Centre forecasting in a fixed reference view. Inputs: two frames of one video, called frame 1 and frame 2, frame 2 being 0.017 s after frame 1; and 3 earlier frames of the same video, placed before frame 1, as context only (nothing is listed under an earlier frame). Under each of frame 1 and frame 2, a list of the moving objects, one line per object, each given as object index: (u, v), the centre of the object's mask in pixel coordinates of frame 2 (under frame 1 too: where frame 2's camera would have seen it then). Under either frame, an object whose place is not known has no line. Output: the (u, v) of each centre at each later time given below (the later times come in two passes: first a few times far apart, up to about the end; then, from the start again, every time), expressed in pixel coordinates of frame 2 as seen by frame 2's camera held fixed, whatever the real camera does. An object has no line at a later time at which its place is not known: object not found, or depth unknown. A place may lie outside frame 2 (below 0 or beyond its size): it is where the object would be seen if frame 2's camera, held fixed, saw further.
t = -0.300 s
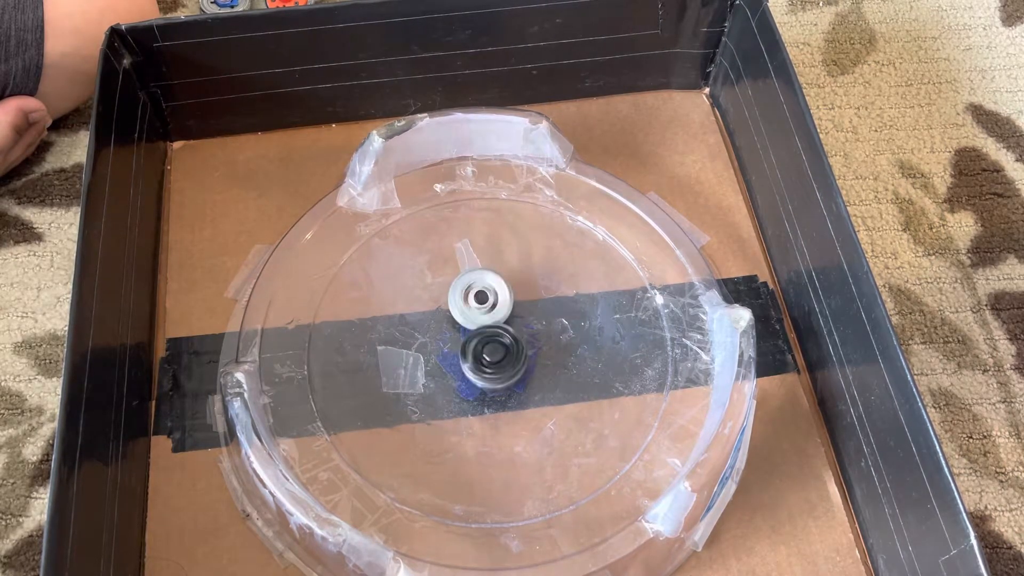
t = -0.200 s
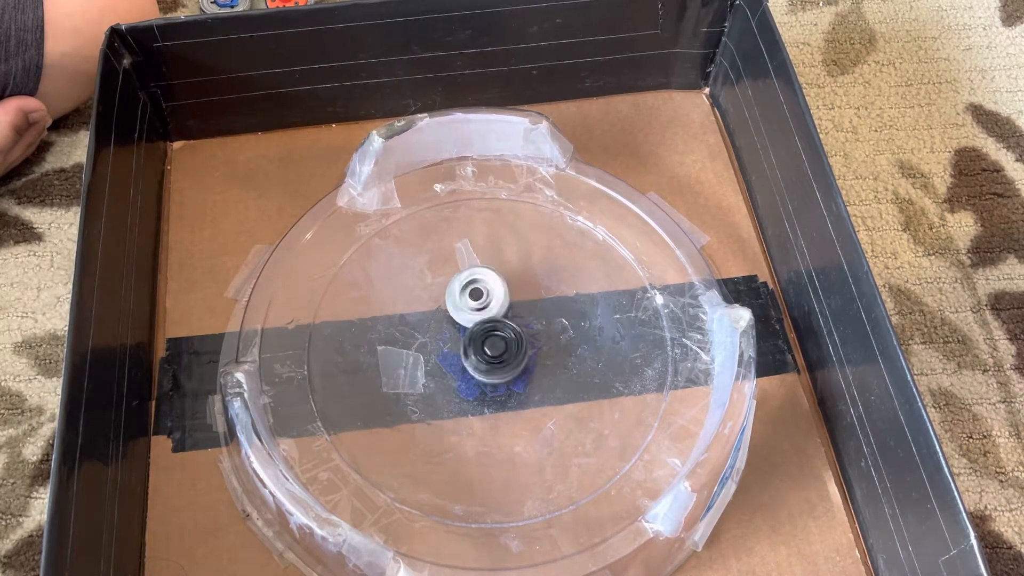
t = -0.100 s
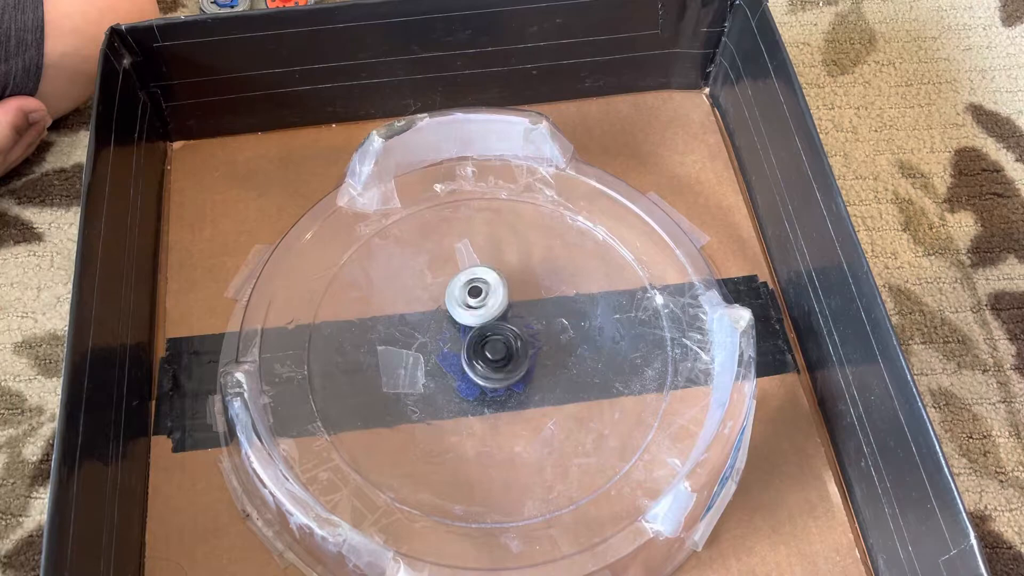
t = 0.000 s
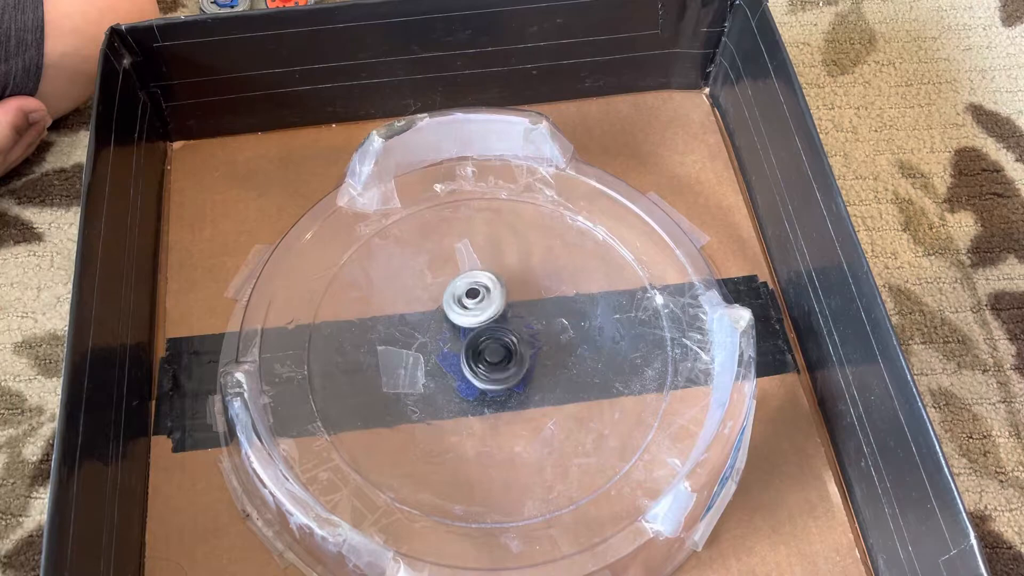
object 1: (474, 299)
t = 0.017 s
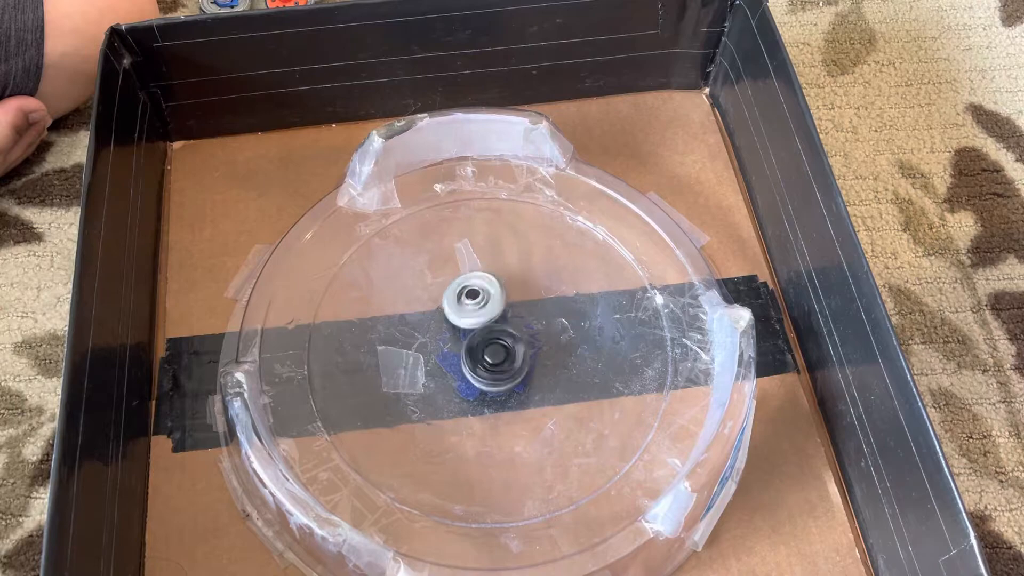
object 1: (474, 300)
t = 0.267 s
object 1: (454, 312)
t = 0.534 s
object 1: (452, 318)
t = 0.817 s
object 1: (448, 315)
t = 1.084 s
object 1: (446, 320)
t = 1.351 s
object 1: (441, 316)
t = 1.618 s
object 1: (438, 323)
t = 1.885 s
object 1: (436, 325)
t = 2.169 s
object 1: (440, 331)
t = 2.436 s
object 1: (437, 335)
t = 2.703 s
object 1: (439, 339)
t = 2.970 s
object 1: (439, 348)
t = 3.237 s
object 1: (449, 355)
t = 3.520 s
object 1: (456, 362)
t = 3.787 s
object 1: (461, 363)
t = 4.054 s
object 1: (460, 358)
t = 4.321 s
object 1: (452, 354)
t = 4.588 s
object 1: (456, 338)
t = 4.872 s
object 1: (508, 319)
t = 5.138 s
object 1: (533, 324)
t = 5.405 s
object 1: (533, 353)
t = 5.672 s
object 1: (530, 366)
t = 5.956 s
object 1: (526, 372)
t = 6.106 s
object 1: (525, 373)
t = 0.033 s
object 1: (473, 301)
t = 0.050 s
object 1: (473, 303)
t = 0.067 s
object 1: (472, 305)
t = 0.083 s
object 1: (471, 306)
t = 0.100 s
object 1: (469, 308)
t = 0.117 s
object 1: (468, 309)
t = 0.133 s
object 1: (467, 310)
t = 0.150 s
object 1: (466, 312)
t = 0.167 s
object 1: (464, 312)
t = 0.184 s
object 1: (462, 310)
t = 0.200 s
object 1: (460, 310)
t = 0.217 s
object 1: (458, 311)
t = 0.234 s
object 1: (457, 311)
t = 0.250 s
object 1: (455, 312)
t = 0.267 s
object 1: (454, 312)
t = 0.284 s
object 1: (454, 313)
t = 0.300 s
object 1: (454, 313)
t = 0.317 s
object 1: (454, 313)
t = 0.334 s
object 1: (455, 314)
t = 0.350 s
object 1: (455, 314)
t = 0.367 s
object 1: (455, 315)
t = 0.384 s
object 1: (455, 316)
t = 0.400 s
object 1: (454, 316)
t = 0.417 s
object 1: (454, 317)
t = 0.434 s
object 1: (454, 317)
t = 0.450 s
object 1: (453, 318)
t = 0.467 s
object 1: (453, 318)
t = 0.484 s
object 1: (452, 318)
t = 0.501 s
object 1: (452, 318)
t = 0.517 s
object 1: (452, 318)
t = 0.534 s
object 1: (452, 318)
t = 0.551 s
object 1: (451, 319)
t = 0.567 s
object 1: (451, 319)
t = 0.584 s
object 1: (450, 319)
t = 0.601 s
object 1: (450, 319)
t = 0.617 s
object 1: (450, 320)
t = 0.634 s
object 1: (448, 319)
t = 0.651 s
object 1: (446, 318)
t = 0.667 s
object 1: (446, 317)
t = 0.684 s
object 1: (446, 317)
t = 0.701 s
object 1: (446, 317)
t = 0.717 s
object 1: (446, 317)
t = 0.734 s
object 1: (447, 317)
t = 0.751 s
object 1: (446, 316)
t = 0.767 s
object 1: (446, 316)
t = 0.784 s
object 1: (446, 315)
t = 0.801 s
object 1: (447, 315)
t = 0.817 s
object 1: (448, 315)
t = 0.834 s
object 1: (448, 315)
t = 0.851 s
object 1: (447, 315)
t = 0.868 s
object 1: (446, 315)
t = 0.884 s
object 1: (445, 315)
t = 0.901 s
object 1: (446, 315)
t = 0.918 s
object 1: (447, 315)
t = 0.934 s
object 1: (448, 315)
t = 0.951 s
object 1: (448, 316)
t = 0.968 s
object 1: (448, 317)
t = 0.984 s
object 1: (448, 318)
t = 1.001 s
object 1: (448, 319)
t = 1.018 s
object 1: (447, 320)
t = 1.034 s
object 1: (446, 320)
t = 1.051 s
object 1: (446, 320)
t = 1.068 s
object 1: (446, 320)
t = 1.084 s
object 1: (446, 320)
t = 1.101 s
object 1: (445, 320)
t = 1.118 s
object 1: (445, 321)
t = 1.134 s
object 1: (444, 321)
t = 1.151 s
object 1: (444, 321)
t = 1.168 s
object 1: (444, 321)
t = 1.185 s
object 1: (443, 321)
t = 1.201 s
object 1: (442, 320)
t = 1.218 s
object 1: (441, 320)
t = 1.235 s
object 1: (442, 319)
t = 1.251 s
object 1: (442, 318)
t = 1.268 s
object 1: (442, 317)
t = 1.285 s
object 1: (441, 316)
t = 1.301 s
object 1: (441, 316)
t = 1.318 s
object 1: (441, 316)
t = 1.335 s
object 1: (441, 316)
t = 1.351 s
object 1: (441, 316)
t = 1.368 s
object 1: (442, 317)
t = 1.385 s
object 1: (442, 317)
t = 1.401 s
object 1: (442, 318)
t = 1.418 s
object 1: (442, 319)
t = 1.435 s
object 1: (442, 319)
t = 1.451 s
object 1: (441, 320)
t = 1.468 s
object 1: (441, 321)
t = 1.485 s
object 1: (441, 321)
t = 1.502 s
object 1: (440, 321)
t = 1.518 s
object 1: (440, 322)
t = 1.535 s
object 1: (440, 322)
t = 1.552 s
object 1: (439, 322)
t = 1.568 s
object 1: (439, 322)
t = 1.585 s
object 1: (439, 322)
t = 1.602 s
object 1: (439, 323)
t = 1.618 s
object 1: (438, 323)
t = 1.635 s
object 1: (437, 323)
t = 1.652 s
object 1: (436, 323)
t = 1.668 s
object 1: (434, 322)
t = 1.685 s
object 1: (434, 322)
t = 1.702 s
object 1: (434, 321)
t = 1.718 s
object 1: (435, 321)
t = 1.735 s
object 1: (436, 321)
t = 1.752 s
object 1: (437, 322)
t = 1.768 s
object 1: (437, 323)
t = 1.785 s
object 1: (437, 324)
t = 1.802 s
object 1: (436, 324)
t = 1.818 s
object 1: (436, 325)
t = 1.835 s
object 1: (435, 325)
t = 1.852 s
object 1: (435, 325)
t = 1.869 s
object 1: (436, 325)
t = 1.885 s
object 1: (436, 325)
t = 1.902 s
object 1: (436, 325)
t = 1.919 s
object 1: (436, 326)
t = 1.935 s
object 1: (436, 326)
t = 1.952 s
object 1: (436, 326)
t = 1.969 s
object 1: (436, 327)
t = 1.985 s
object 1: (435, 327)
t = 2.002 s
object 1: (434, 327)
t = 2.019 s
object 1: (434, 326)
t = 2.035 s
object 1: (434, 326)
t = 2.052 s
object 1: (435, 325)
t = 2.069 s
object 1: (436, 325)
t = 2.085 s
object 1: (437, 326)
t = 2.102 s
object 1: (439, 327)
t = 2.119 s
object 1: (439, 328)
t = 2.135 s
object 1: (440, 329)
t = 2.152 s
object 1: (440, 330)
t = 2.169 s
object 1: (440, 331)
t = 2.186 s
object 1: (440, 332)
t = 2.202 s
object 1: (439, 332)
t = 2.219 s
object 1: (439, 333)
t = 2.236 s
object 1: (438, 333)
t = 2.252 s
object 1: (437, 333)
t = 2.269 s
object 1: (436, 332)
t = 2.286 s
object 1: (435, 331)
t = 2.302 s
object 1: (436, 331)
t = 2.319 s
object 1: (437, 331)
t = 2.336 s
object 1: (438, 331)
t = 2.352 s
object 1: (439, 332)
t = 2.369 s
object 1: (439, 333)
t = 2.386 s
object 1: (439, 334)
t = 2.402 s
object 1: (439, 335)
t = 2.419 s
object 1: (438, 335)
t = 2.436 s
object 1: (437, 335)
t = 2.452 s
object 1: (437, 335)
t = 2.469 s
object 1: (437, 334)
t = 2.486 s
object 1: (438, 333)
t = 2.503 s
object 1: (439, 333)
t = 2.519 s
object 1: (439, 333)
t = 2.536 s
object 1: (439, 333)
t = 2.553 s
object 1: (439, 333)
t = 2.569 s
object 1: (439, 333)
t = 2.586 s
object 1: (440, 333)
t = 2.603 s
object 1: (441, 334)
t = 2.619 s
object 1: (442, 334)
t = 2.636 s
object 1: (442, 335)
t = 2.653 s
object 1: (442, 336)
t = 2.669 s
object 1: (441, 337)
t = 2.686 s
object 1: (440, 338)
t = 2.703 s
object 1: (439, 339)
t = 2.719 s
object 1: (438, 339)
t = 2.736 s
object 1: (438, 340)
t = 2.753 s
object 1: (438, 340)
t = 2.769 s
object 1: (438, 341)
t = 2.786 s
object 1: (438, 341)
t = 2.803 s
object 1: (439, 342)
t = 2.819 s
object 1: (440, 343)
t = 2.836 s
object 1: (442, 344)
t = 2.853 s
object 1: (443, 344)
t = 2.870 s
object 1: (444, 345)
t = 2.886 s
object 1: (443, 346)
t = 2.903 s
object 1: (440, 347)
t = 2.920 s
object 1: (439, 347)
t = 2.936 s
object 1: (439, 347)
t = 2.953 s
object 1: (439, 348)
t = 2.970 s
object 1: (439, 348)
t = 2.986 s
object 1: (439, 348)
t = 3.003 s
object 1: (439, 347)
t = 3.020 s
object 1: (440, 347)
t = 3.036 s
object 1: (441, 347)
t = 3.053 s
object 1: (441, 347)
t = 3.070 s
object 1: (443, 347)
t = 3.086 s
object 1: (444, 347)
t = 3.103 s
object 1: (445, 348)
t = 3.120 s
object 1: (446, 349)
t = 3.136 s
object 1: (447, 350)
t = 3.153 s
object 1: (448, 351)
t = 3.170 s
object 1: (449, 351)
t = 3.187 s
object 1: (449, 353)
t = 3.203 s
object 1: (449, 354)
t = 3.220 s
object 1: (449, 354)
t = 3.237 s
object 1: (449, 355)
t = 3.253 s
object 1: (449, 355)
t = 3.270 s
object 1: (450, 355)
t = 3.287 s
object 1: (450, 355)
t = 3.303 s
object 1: (451, 355)
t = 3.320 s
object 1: (452, 355)
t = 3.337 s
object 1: (453, 355)
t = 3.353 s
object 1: (455, 356)
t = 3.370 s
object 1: (457, 356)
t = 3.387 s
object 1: (457, 356)
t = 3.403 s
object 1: (458, 357)
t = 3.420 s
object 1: (459, 357)
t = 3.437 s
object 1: (457, 358)
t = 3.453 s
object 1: (456, 359)
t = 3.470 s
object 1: (455, 361)
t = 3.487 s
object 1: (456, 362)
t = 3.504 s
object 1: (456, 362)
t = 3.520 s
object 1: (456, 362)
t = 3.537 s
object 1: (456, 362)
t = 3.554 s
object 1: (456, 362)
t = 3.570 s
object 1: (457, 361)
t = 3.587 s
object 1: (457, 361)
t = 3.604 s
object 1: (458, 360)
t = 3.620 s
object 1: (458, 360)
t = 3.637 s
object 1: (460, 360)
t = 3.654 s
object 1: (461, 360)
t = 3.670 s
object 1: (462, 361)
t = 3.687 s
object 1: (463, 361)
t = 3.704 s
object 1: (464, 362)
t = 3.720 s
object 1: (465, 363)
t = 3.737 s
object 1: (465, 363)
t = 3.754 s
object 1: (465, 364)
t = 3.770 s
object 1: (462, 364)
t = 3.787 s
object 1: (461, 363)
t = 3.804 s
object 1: (460, 362)
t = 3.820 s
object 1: (459, 361)
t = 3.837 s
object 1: (459, 360)
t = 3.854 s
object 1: (460, 360)
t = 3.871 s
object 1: (461, 360)
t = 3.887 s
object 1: (462, 361)
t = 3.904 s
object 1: (460, 361)
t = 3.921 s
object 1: (457, 361)
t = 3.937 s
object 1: (456, 361)
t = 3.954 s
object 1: (456, 360)
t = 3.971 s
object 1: (456, 358)
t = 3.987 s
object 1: (456, 357)
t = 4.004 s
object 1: (457, 357)
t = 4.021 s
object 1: (458, 357)
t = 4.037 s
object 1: (459, 357)
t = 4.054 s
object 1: (460, 358)
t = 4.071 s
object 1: (462, 359)
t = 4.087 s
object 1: (463, 358)
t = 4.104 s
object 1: (462, 358)
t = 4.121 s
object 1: (462, 358)
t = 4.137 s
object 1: (462, 358)
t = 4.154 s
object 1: (461, 358)
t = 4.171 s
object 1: (460, 357)
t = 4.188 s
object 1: (460, 357)
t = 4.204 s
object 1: (460, 357)
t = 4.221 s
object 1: (460, 356)
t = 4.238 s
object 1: (459, 355)
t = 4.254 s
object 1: (456, 354)
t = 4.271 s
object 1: (454, 354)
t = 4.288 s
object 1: (453, 354)
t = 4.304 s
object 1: (452, 354)
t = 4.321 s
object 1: (452, 354)
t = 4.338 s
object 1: (452, 354)
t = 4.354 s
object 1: (452, 354)
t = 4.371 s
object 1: (452, 354)
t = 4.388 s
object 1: (451, 353)
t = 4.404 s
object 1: (451, 353)
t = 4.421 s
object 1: (450, 353)
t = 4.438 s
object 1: (450, 353)
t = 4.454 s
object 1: (450, 353)
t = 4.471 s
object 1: (451, 353)
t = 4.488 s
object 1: (451, 351)
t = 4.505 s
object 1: (451, 349)
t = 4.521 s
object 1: (452, 346)
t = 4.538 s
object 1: (452, 343)
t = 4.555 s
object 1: (453, 341)
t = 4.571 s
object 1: (455, 340)
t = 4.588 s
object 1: (456, 338)
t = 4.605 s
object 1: (458, 336)
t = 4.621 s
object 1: (460, 335)
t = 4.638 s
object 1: (463, 333)
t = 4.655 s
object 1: (466, 331)
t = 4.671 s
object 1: (469, 329)
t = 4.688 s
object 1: (471, 327)
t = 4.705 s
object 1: (475, 326)
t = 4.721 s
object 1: (479, 324)
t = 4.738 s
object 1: (482, 323)
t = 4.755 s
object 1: (486, 322)
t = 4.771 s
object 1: (489, 321)
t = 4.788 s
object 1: (493, 320)
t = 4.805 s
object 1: (497, 320)
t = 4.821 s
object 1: (500, 320)
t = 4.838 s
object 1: (502, 319)
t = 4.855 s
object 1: (506, 319)
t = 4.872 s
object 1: (508, 319)
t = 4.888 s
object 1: (511, 318)
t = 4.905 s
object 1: (514, 318)
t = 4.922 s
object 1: (516, 318)
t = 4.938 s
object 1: (518, 319)
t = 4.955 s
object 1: (520, 319)
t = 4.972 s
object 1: (522, 319)
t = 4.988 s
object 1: (524, 320)
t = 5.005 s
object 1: (525, 320)
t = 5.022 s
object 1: (527, 320)
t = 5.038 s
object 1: (528, 320)
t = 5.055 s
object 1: (529, 320)
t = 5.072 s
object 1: (530, 320)
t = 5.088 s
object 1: (531, 321)
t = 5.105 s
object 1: (532, 322)
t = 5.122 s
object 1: (533, 322)
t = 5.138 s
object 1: (533, 324)
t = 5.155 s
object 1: (534, 325)
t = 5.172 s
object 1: (535, 327)
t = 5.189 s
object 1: (535, 327)
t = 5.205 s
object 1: (535, 328)
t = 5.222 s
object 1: (534, 330)
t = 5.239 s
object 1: (535, 332)
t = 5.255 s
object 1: (535, 335)
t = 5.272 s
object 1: (535, 337)
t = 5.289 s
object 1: (535, 339)
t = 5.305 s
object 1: (535, 341)
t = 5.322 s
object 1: (534, 343)
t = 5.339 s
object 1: (533, 345)
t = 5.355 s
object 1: (532, 347)
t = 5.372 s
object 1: (533, 349)
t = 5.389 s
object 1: (533, 351)
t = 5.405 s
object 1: (533, 353)
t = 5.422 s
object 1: (533, 355)
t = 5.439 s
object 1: (532, 357)
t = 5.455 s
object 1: (532, 358)
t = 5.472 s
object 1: (532, 359)
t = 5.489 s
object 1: (532, 360)
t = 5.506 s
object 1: (532, 360)
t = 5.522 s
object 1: (532, 361)
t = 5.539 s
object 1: (532, 362)
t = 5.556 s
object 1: (531, 363)
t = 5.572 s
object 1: (531, 363)
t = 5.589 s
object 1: (531, 363)
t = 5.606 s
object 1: (531, 364)
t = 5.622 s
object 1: (531, 365)
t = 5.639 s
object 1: (531, 365)
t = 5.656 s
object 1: (531, 365)
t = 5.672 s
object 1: (530, 366)
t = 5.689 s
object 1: (530, 366)
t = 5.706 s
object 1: (530, 366)
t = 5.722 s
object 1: (529, 366)
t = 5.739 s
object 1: (529, 367)
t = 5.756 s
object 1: (529, 367)
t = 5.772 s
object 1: (528, 368)
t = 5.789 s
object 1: (528, 369)
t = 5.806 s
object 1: (528, 369)
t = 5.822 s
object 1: (527, 369)
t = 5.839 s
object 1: (527, 370)
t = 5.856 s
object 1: (527, 370)
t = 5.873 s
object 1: (527, 371)
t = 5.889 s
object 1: (526, 371)
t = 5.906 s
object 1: (526, 371)
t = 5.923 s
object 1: (526, 372)
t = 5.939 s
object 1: (526, 372)
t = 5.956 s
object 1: (526, 372)
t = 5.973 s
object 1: (526, 372)
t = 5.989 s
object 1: (526, 372)
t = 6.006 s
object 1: (526, 372)
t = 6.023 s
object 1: (526, 372)
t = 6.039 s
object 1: (526, 372)
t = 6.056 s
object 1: (525, 373)
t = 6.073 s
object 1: (525, 373)
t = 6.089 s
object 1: (525, 373)
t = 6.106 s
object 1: (525, 373)
